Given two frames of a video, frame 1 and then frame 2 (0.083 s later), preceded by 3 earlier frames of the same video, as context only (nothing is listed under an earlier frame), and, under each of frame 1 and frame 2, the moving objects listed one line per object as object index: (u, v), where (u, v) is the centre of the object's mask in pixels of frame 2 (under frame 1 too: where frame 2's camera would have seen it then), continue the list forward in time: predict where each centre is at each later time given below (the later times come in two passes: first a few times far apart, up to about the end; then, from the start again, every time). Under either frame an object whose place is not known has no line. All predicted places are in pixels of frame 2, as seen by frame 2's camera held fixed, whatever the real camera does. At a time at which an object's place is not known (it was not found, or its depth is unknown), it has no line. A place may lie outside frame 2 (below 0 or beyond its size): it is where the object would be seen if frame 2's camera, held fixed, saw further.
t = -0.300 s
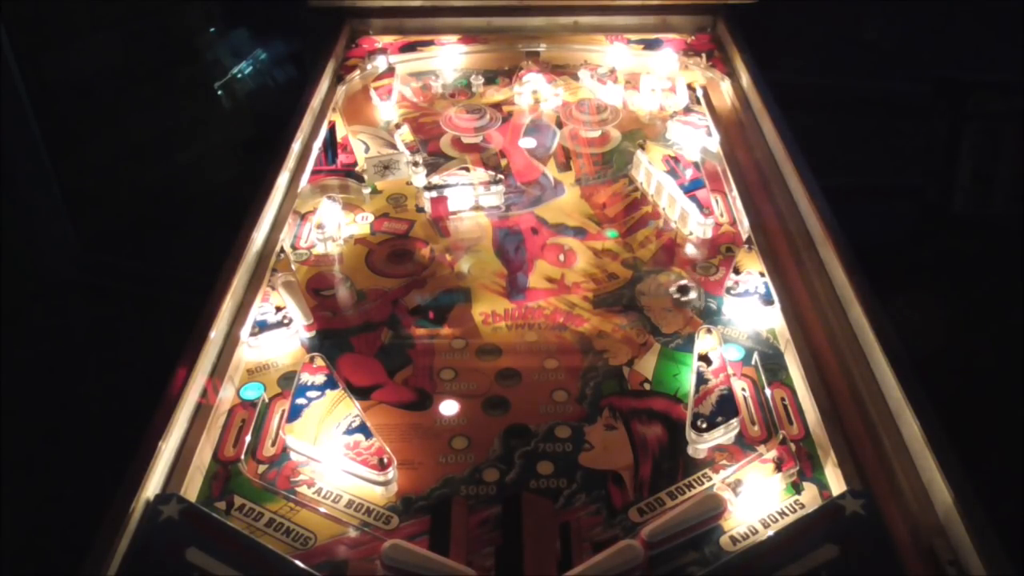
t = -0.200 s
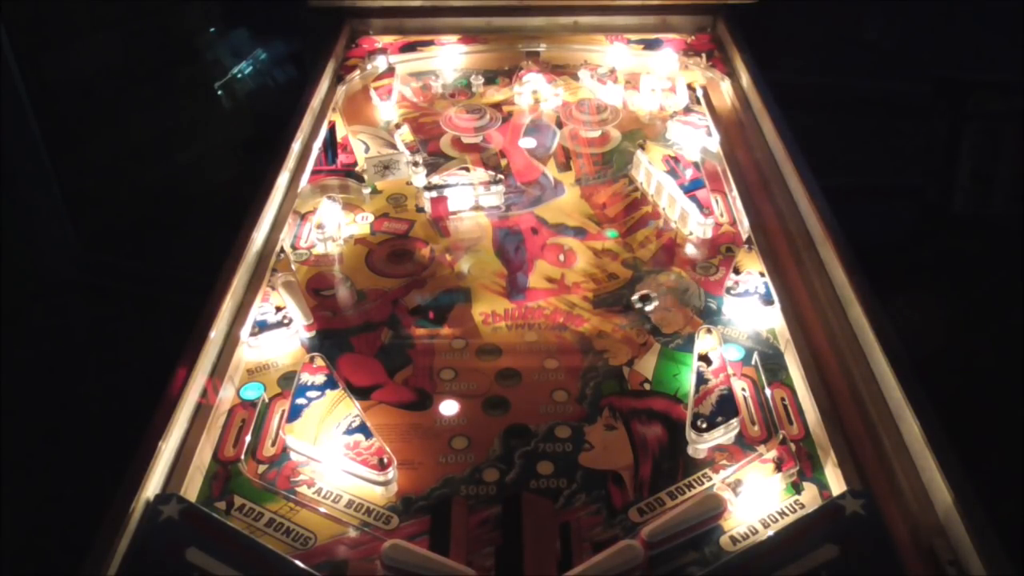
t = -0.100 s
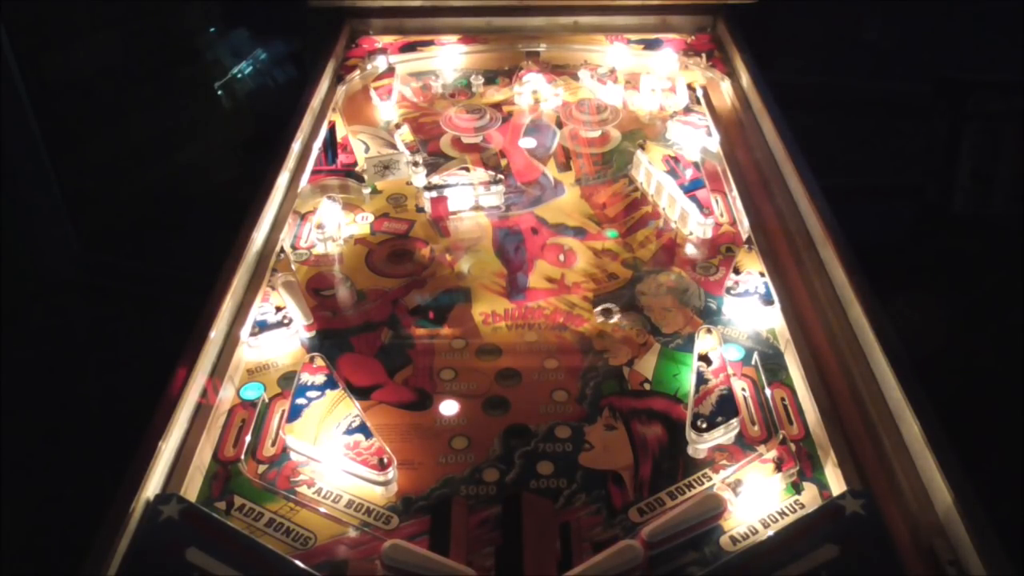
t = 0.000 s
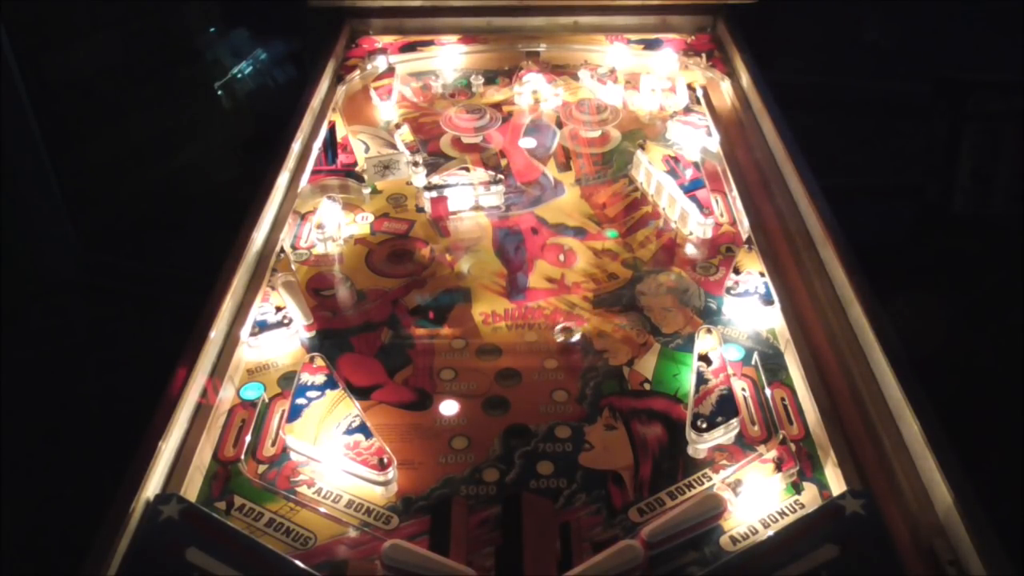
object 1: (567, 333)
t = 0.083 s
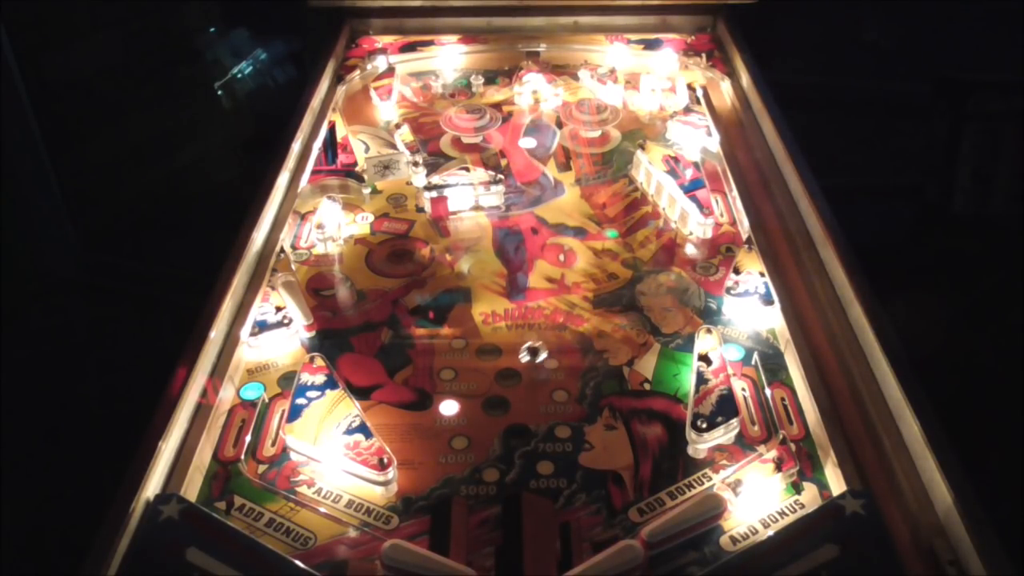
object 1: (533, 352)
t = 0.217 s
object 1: (474, 394)
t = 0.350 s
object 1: (411, 450)
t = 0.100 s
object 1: (526, 357)
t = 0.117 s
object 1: (519, 362)
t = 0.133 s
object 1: (512, 367)
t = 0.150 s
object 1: (505, 372)
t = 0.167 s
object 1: (497, 377)
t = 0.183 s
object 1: (490, 383)
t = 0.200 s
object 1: (482, 388)
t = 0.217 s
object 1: (474, 394)
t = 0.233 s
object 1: (470, 398)
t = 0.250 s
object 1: (463, 404)
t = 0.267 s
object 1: (452, 412)
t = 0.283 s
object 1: (442, 422)
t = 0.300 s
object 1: (435, 427)
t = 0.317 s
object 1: (427, 434)
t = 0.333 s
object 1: (418, 442)
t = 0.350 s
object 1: (411, 450)
